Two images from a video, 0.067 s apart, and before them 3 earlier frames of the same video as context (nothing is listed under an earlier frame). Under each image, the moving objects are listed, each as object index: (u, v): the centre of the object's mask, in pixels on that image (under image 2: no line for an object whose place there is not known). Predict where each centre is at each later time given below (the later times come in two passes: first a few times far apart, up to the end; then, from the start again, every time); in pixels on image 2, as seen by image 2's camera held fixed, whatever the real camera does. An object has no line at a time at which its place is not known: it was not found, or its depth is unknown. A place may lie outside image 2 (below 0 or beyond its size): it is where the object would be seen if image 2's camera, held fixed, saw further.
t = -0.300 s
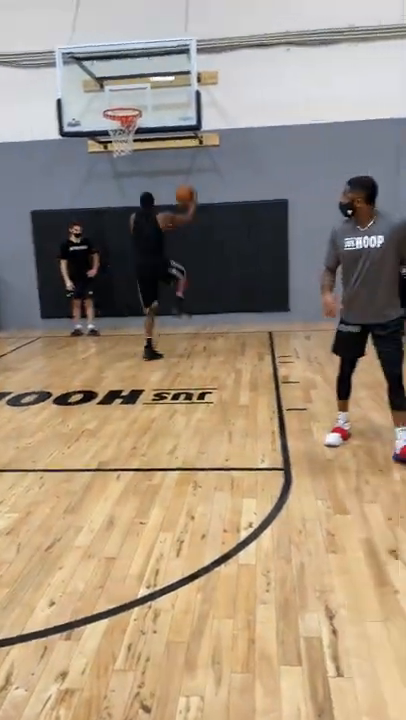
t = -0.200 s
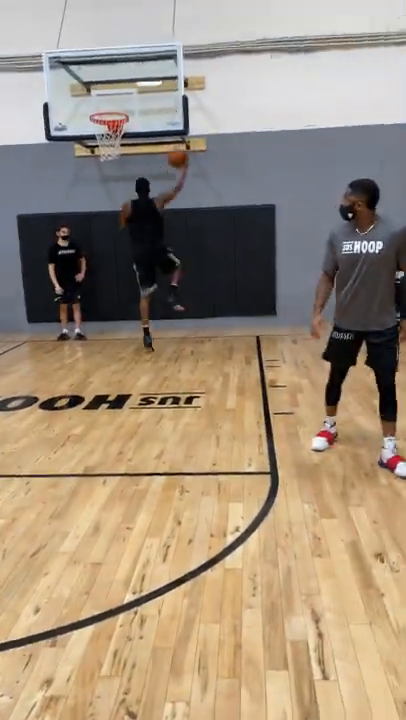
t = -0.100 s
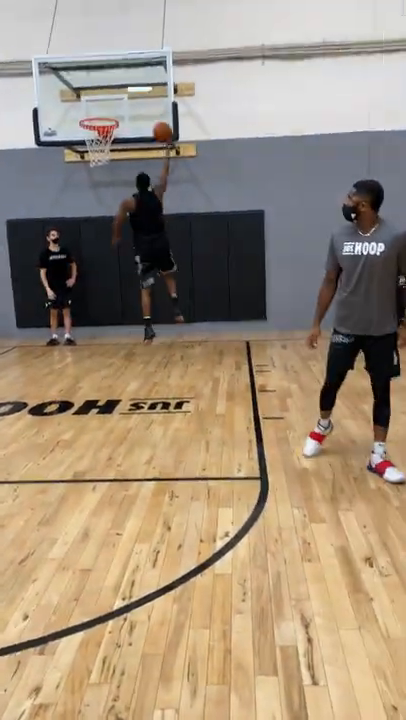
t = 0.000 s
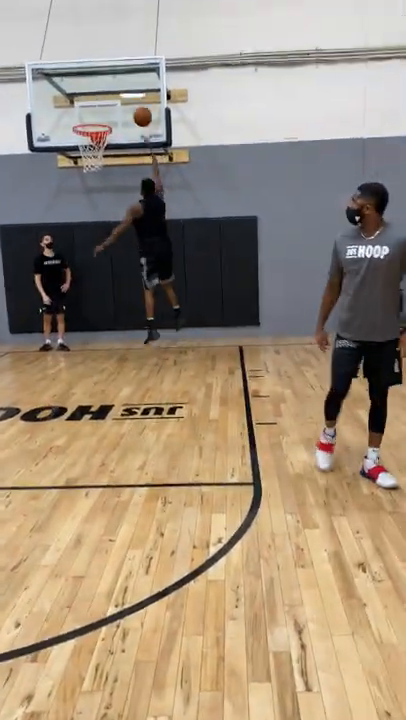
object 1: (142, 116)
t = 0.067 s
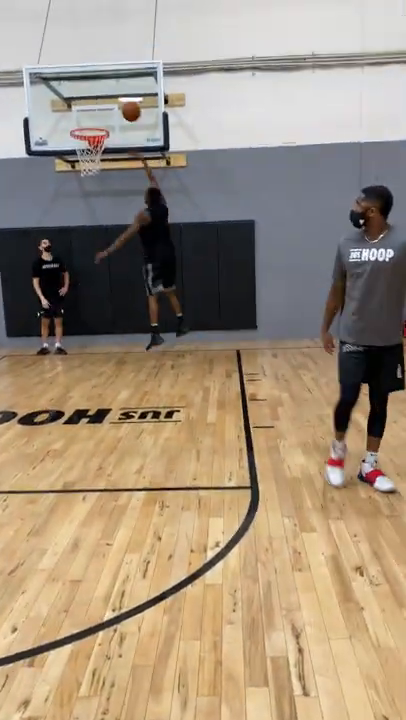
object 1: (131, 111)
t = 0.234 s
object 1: (111, 103)
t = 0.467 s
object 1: (87, 123)
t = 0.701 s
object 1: (77, 173)
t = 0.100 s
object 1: (126, 108)
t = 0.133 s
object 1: (122, 105)
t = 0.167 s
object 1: (118, 104)
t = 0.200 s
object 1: (114, 104)
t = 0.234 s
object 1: (111, 103)
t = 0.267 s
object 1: (108, 103)
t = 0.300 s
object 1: (104, 106)
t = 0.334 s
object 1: (101, 107)
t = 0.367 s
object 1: (97, 109)
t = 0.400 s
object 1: (94, 113)
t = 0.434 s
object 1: (91, 118)
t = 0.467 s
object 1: (87, 123)
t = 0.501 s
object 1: (85, 127)
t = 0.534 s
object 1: (81, 137)
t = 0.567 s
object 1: (76, 147)
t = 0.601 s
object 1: (77, 153)
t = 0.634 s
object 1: (77, 159)
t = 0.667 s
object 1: (76, 166)
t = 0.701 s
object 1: (77, 173)
